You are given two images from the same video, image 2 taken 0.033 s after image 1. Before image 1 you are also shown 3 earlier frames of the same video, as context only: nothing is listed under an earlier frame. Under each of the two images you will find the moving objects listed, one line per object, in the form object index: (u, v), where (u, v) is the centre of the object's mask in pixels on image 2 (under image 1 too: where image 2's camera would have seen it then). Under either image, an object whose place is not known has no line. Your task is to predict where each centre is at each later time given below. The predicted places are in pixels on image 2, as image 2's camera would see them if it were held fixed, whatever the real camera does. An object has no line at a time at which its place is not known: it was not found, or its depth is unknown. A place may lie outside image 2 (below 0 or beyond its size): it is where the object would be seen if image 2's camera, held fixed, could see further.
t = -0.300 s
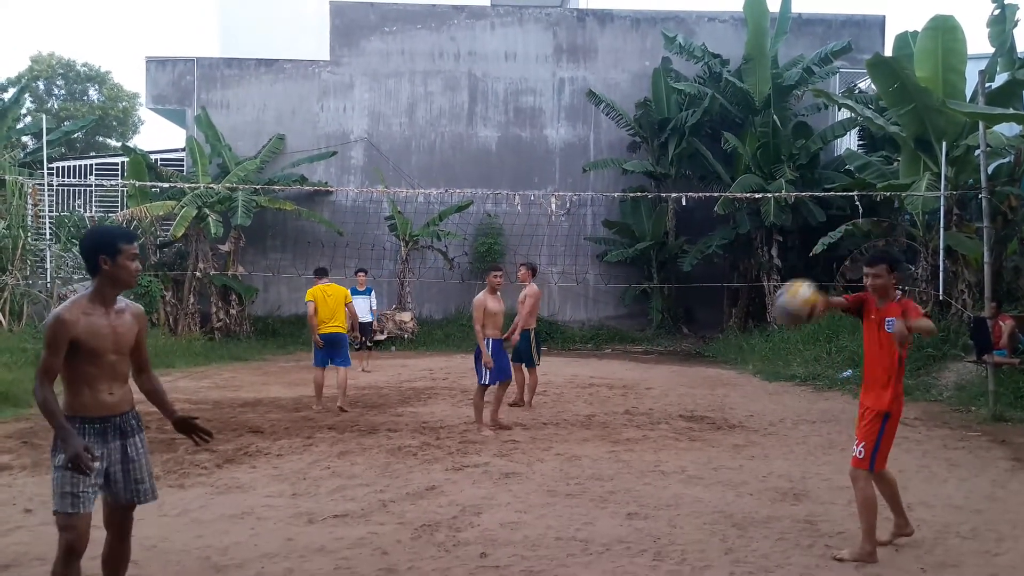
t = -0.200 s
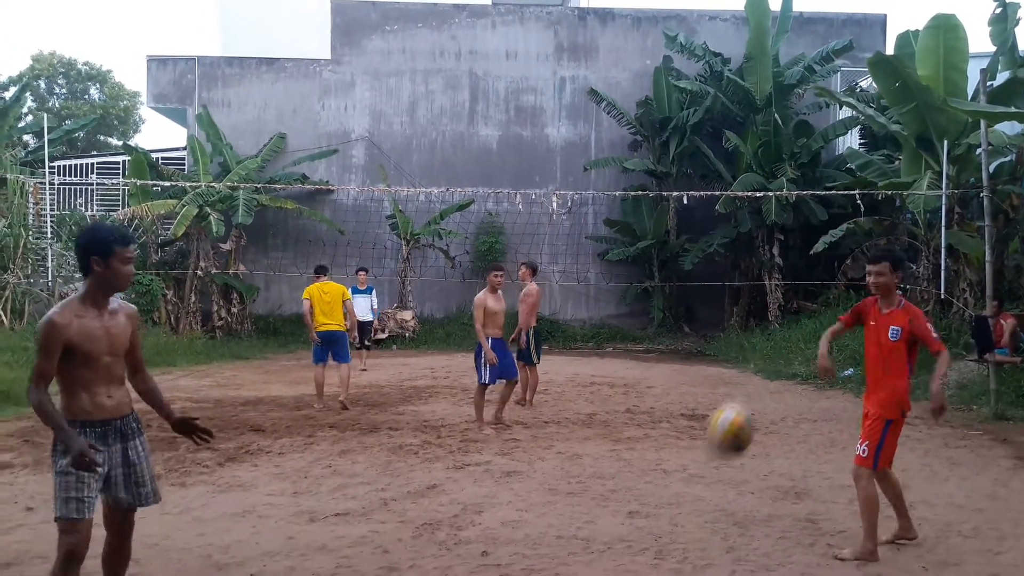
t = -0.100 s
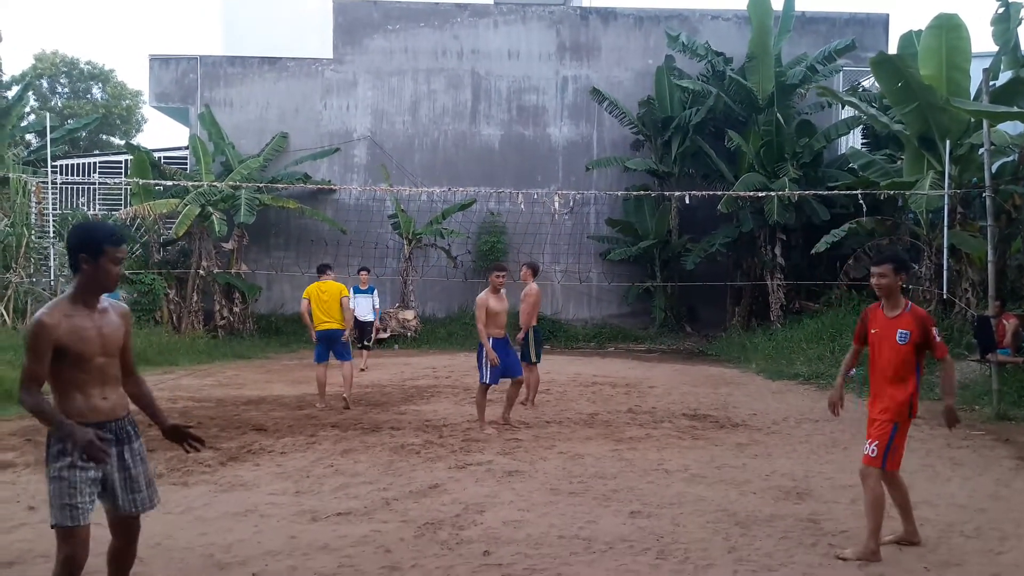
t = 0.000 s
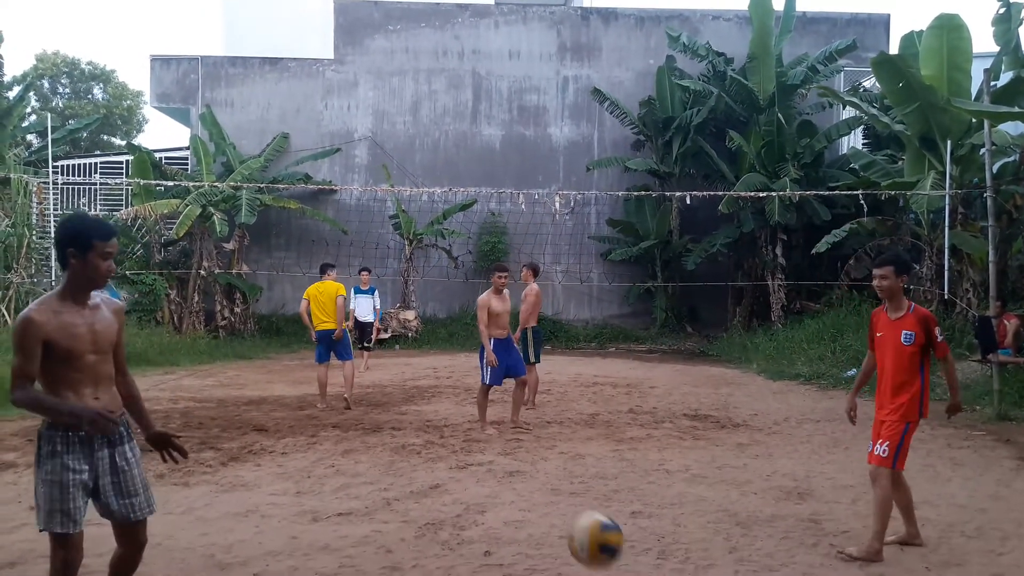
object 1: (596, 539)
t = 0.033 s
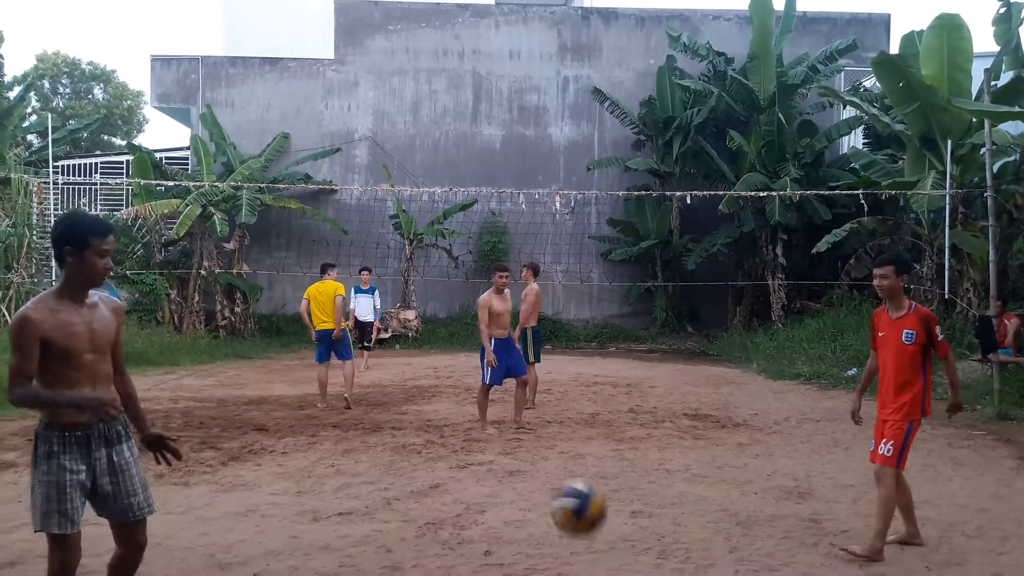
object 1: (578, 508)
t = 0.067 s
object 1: (562, 478)
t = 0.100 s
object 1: (544, 450)
